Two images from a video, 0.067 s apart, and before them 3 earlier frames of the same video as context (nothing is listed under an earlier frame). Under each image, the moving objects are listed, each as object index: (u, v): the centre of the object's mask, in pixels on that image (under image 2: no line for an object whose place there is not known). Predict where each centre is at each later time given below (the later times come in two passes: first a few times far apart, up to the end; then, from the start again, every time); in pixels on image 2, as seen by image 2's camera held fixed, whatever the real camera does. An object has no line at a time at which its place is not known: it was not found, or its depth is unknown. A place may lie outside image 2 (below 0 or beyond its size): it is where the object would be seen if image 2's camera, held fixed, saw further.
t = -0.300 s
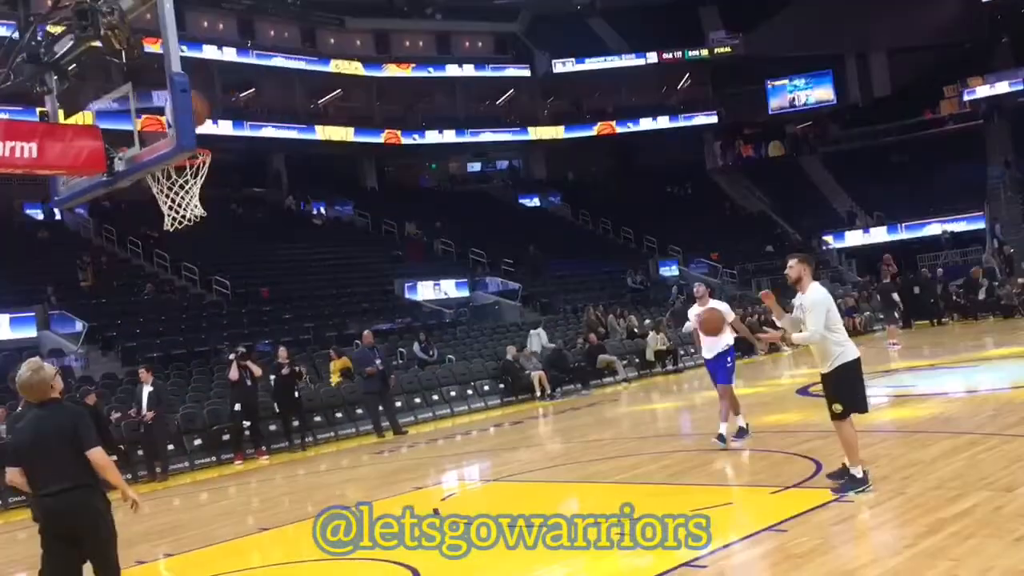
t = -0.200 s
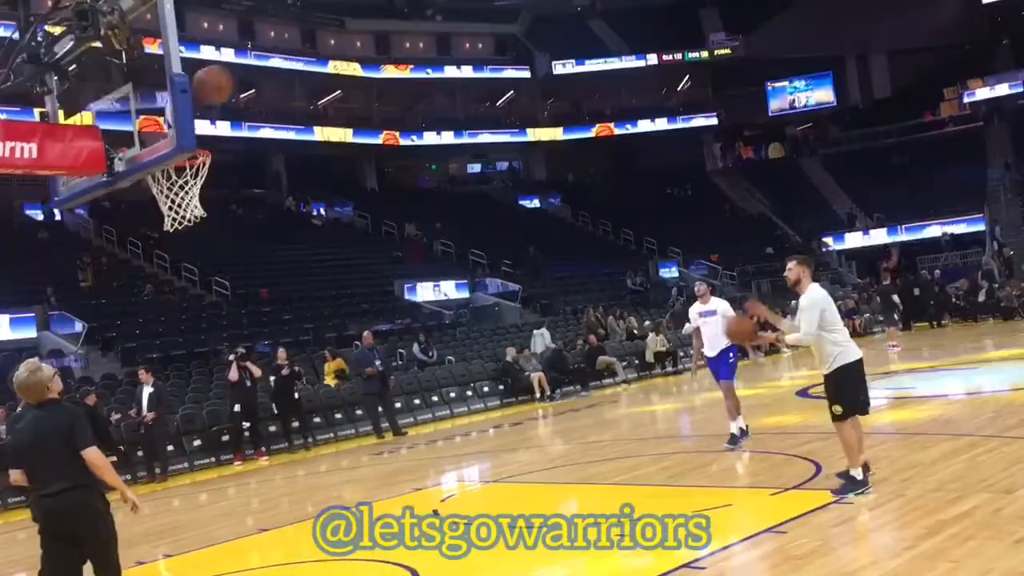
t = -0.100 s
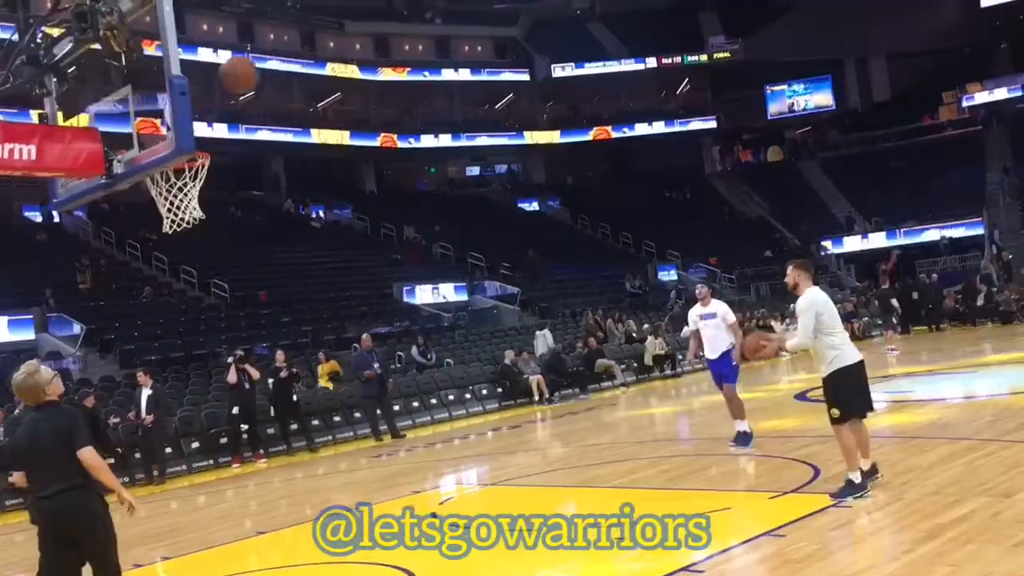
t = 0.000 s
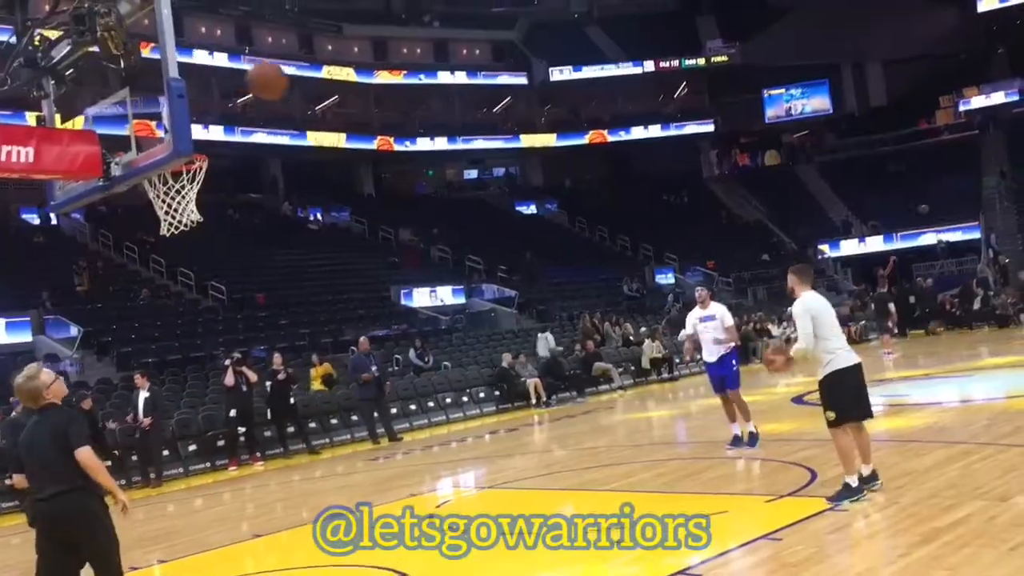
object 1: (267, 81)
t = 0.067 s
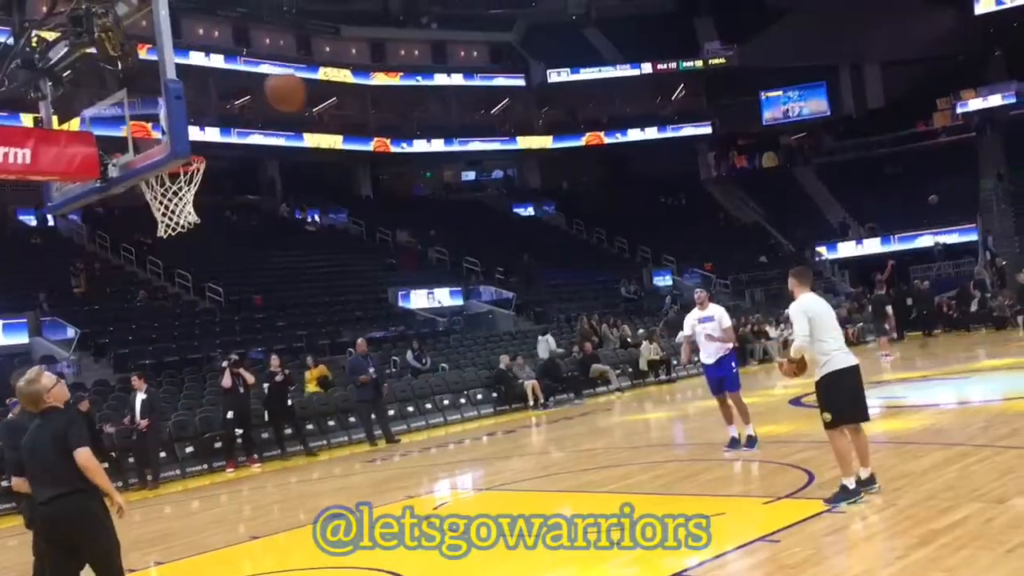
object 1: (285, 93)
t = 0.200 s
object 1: (330, 133)
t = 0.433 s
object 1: (424, 283)
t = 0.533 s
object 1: (472, 388)
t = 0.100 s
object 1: (296, 98)
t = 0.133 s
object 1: (307, 108)
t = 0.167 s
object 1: (319, 118)
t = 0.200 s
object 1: (330, 133)
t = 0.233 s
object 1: (344, 151)
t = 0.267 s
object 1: (357, 171)
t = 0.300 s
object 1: (369, 188)
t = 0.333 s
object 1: (383, 211)
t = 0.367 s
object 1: (397, 236)
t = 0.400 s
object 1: (410, 260)
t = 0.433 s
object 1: (424, 283)
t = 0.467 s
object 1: (442, 326)
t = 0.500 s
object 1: (457, 357)
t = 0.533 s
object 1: (472, 388)
